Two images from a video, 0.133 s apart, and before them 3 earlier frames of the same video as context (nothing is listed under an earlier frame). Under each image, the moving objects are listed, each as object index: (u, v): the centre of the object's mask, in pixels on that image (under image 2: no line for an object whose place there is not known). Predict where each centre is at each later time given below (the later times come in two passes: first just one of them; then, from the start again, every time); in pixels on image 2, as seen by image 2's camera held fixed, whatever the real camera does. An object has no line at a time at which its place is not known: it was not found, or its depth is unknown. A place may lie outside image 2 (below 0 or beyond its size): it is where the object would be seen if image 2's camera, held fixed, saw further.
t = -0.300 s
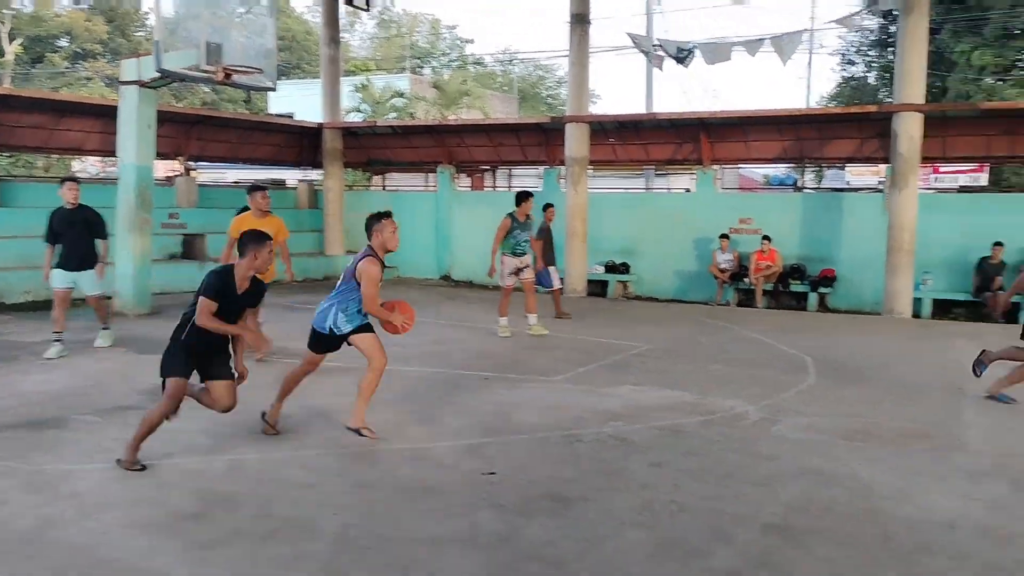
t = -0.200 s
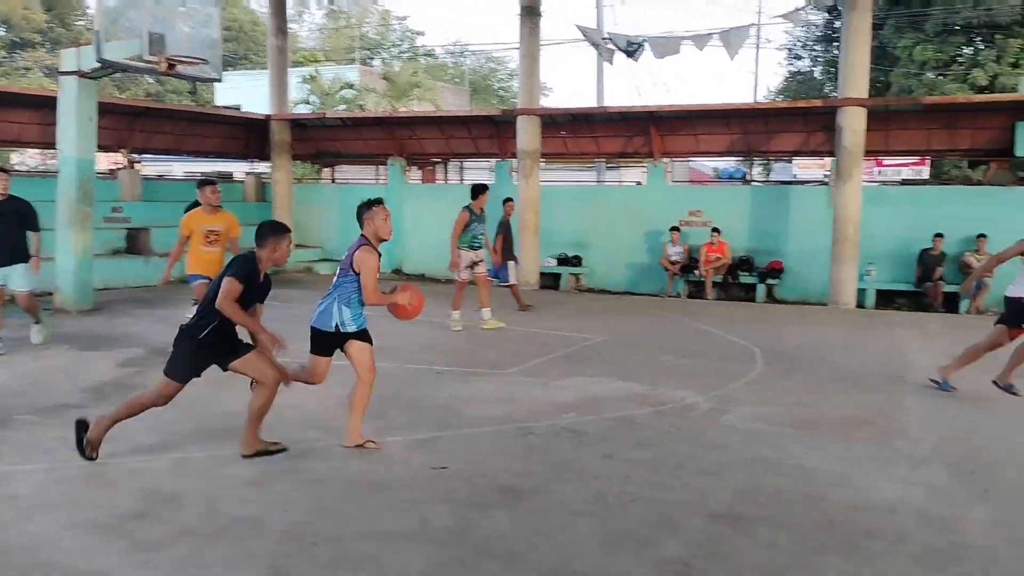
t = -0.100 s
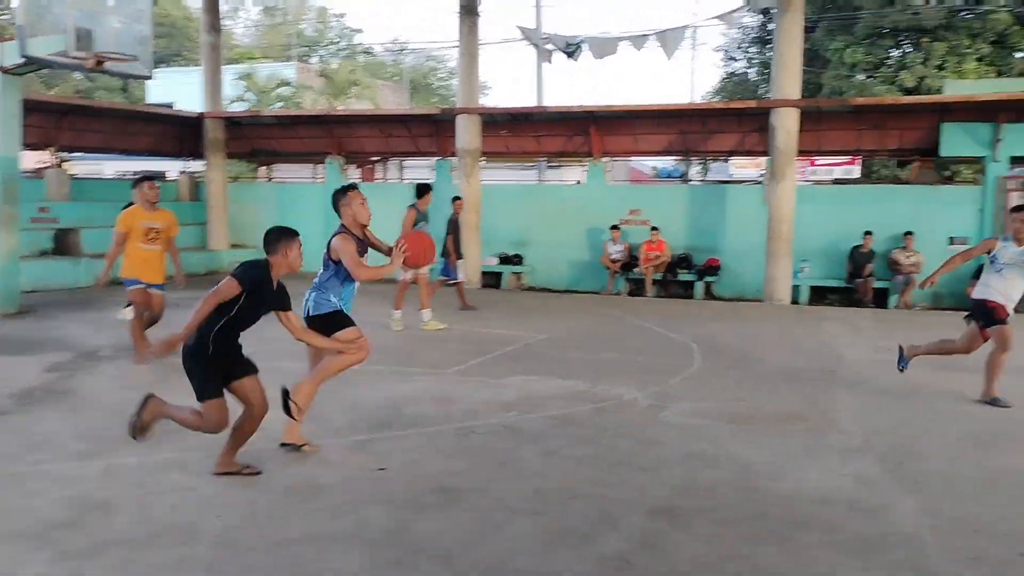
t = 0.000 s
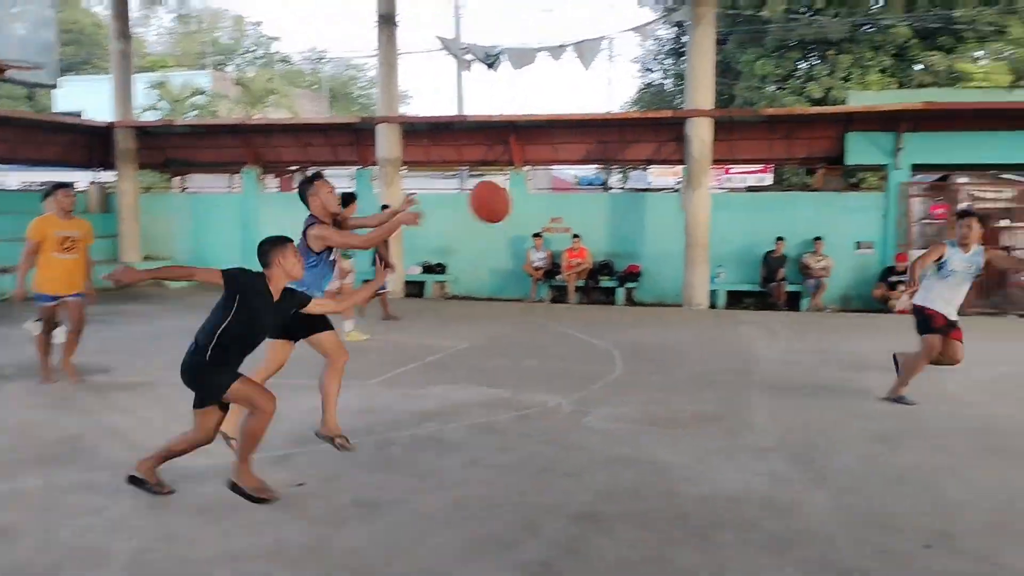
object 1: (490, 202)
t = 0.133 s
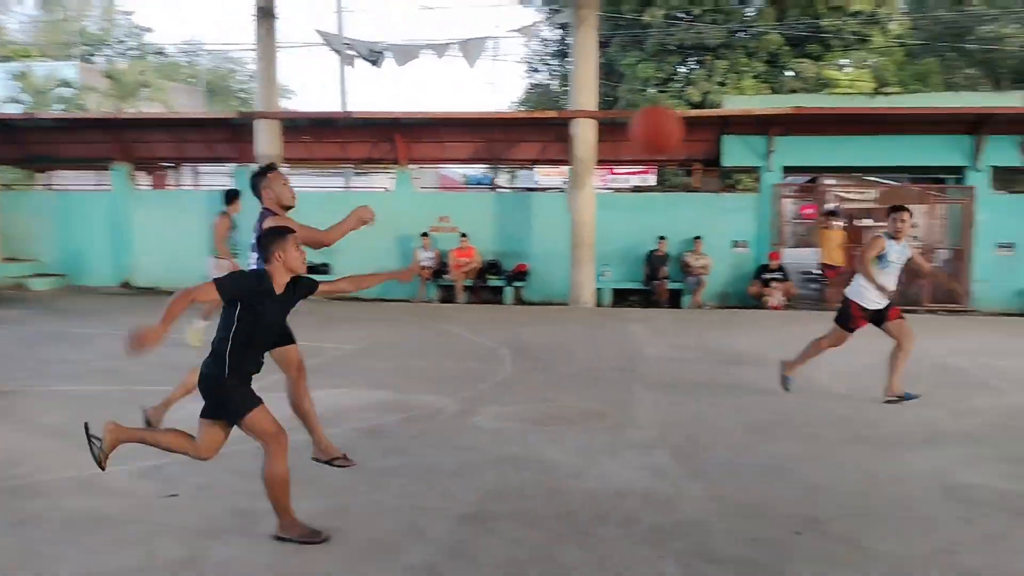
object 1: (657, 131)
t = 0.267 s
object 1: (999, 77)
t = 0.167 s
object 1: (734, 115)
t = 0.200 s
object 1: (817, 101)
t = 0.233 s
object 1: (905, 88)
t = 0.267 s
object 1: (999, 77)
